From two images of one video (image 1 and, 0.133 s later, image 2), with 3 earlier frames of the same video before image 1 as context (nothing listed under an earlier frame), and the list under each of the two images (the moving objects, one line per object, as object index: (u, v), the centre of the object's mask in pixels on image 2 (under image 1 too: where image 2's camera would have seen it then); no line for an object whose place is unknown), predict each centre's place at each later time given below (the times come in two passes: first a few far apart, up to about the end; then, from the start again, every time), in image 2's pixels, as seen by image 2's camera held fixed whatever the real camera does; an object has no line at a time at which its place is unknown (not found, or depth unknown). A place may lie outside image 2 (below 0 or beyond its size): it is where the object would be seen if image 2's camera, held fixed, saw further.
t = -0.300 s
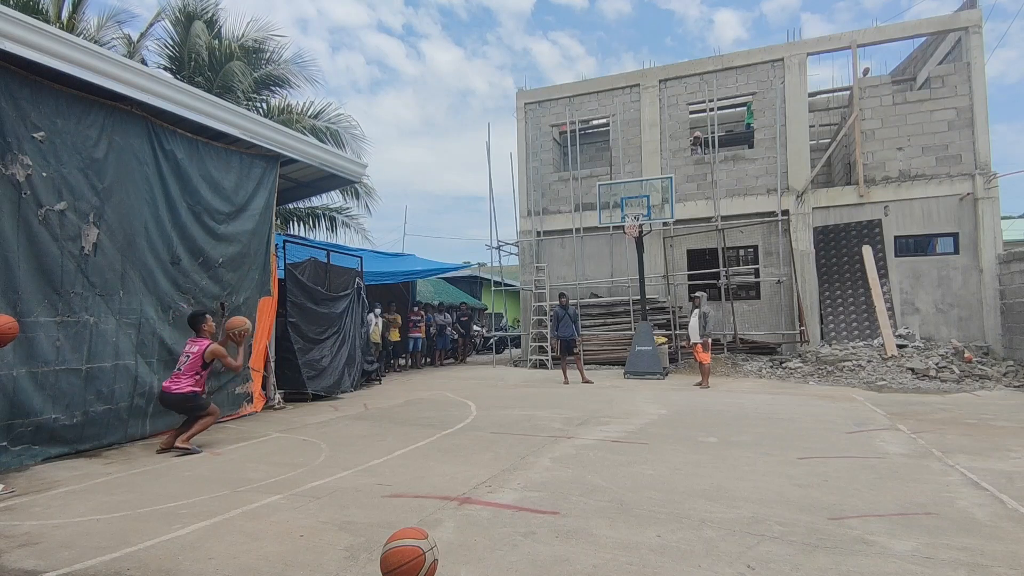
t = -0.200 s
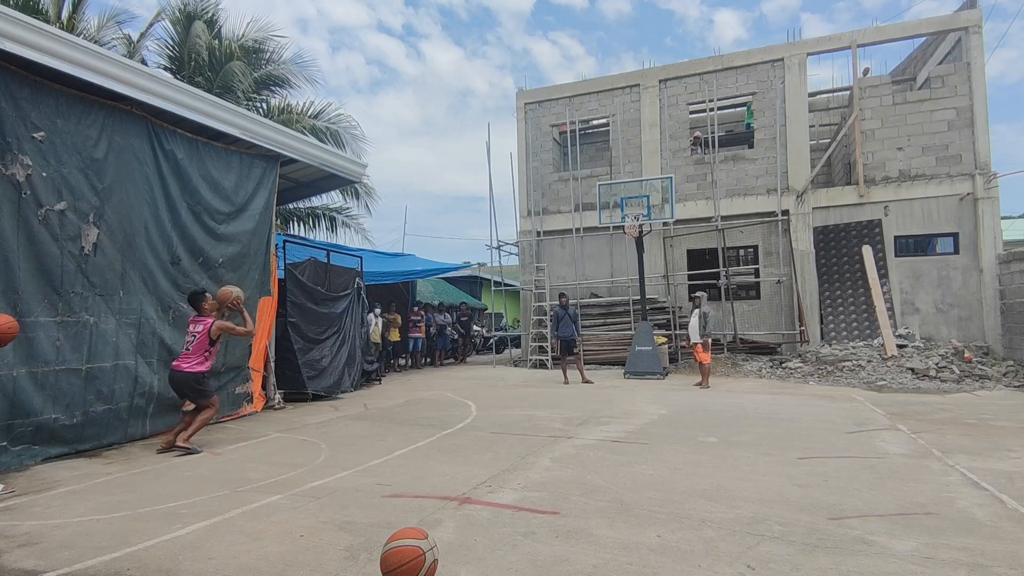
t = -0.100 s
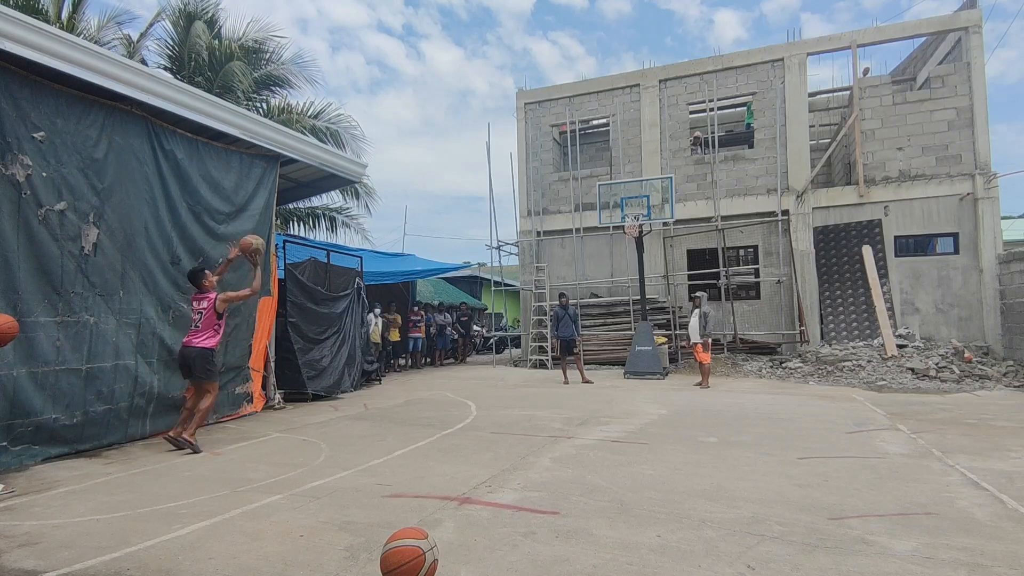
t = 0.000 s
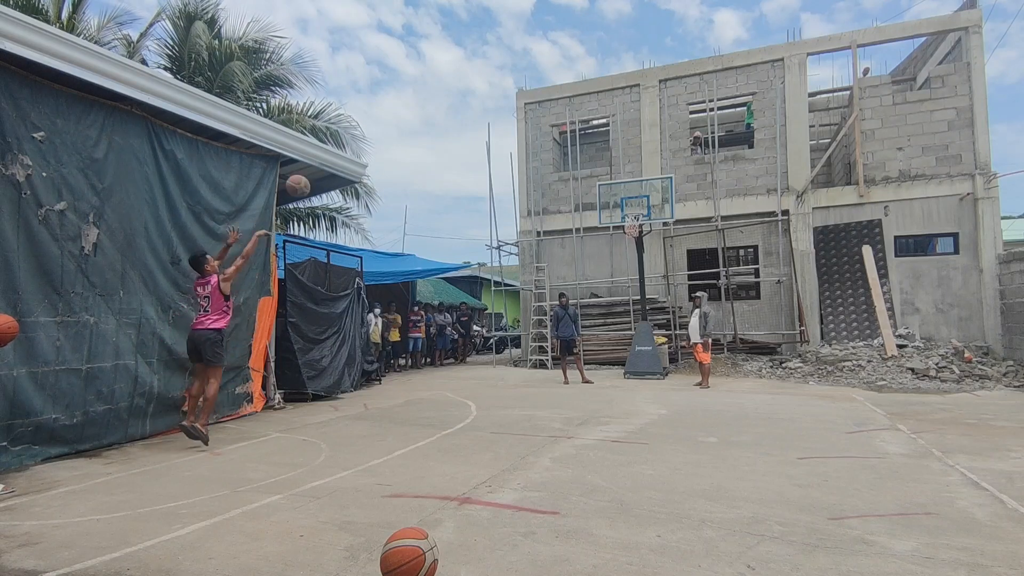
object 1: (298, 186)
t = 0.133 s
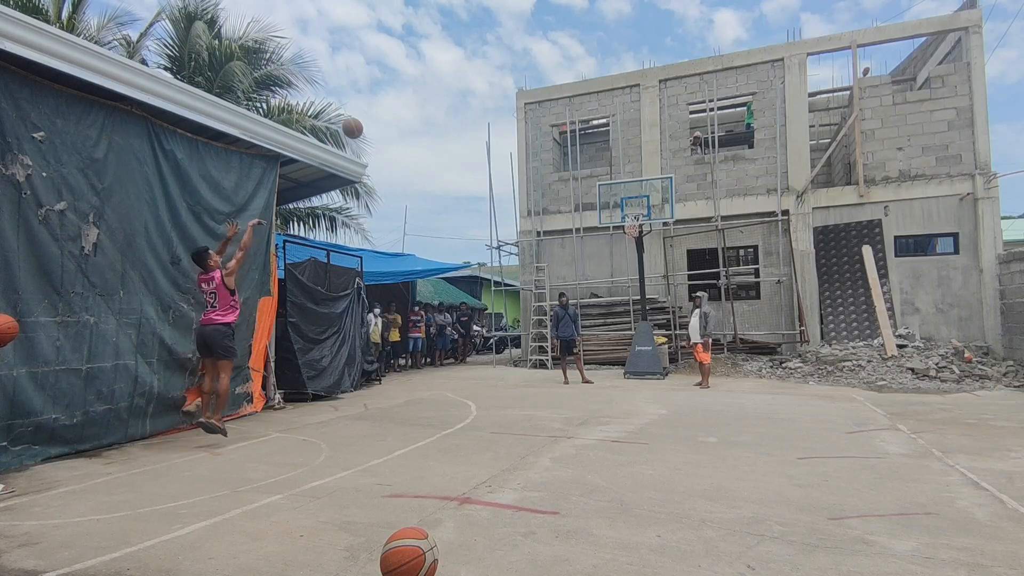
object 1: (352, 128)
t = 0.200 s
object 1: (377, 107)
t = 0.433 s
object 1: (452, 68)
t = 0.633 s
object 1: (505, 69)
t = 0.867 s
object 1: (558, 103)
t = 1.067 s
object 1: (598, 152)
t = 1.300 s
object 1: (639, 219)
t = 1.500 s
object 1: (629, 232)
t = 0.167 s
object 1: (365, 117)
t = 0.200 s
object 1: (377, 107)
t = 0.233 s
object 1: (388, 98)
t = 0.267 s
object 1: (400, 91)
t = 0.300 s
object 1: (411, 85)
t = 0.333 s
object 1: (421, 79)
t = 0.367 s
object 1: (432, 75)
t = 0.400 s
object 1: (442, 71)
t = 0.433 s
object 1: (452, 68)
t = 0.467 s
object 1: (461, 66)
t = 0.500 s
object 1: (470, 65)
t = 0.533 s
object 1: (479, 65)
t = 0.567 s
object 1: (488, 66)
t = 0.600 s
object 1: (497, 67)
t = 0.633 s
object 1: (505, 69)
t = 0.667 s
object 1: (513, 72)
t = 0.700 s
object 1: (521, 76)
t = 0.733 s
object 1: (529, 80)
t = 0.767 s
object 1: (537, 85)
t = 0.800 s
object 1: (544, 90)
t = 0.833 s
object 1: (551, 97)
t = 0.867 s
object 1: (558, 103)
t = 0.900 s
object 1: (565, 109)
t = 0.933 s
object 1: (572, 117)
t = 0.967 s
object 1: (578, 125)
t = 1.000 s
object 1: (585, 132)
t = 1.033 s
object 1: (592, 142)
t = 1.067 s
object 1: (598, 152)
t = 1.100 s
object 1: (605, 162)
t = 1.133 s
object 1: (610, 172)
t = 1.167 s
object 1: (616, 183)
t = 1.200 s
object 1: (623, 194)
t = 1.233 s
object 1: (628, 206)
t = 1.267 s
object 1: (636, 217)
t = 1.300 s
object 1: (639, 219)
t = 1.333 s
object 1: (638, 219)
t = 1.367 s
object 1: (636, 219)
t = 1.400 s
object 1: (636, 220)
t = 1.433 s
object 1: (636, 221)
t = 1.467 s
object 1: (633, 224)
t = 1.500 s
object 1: (629, 232)
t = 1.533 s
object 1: (629, 235)
